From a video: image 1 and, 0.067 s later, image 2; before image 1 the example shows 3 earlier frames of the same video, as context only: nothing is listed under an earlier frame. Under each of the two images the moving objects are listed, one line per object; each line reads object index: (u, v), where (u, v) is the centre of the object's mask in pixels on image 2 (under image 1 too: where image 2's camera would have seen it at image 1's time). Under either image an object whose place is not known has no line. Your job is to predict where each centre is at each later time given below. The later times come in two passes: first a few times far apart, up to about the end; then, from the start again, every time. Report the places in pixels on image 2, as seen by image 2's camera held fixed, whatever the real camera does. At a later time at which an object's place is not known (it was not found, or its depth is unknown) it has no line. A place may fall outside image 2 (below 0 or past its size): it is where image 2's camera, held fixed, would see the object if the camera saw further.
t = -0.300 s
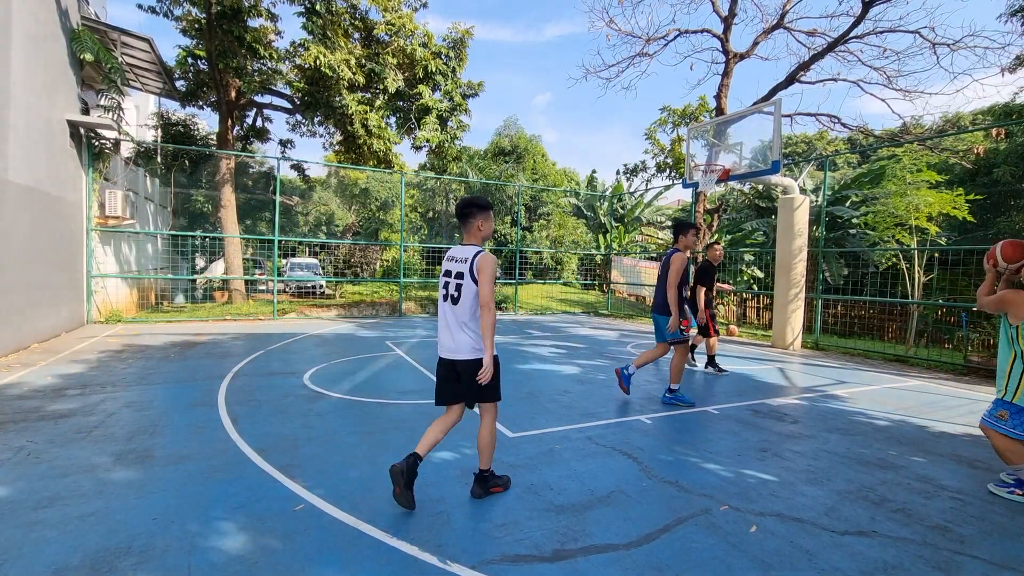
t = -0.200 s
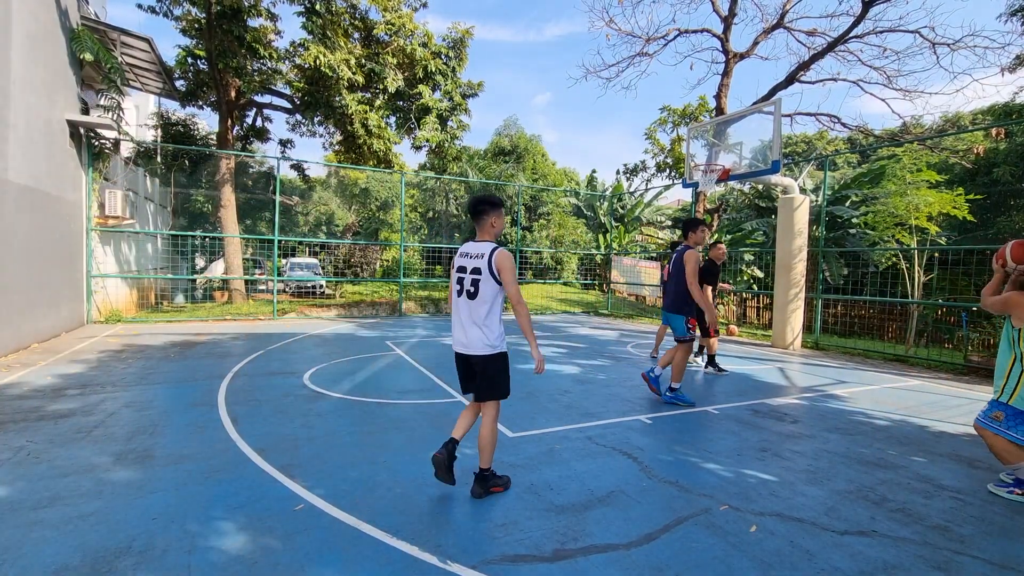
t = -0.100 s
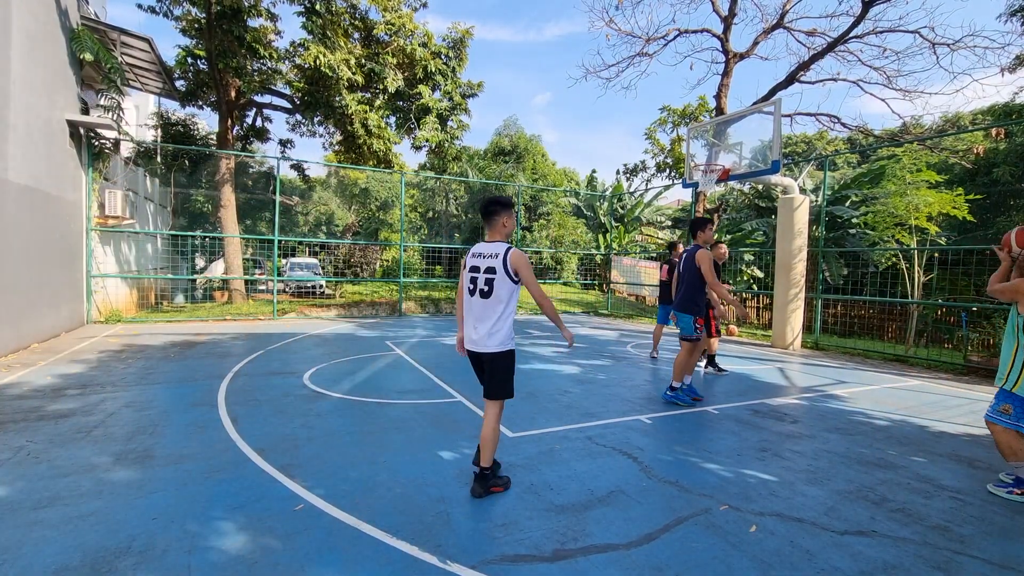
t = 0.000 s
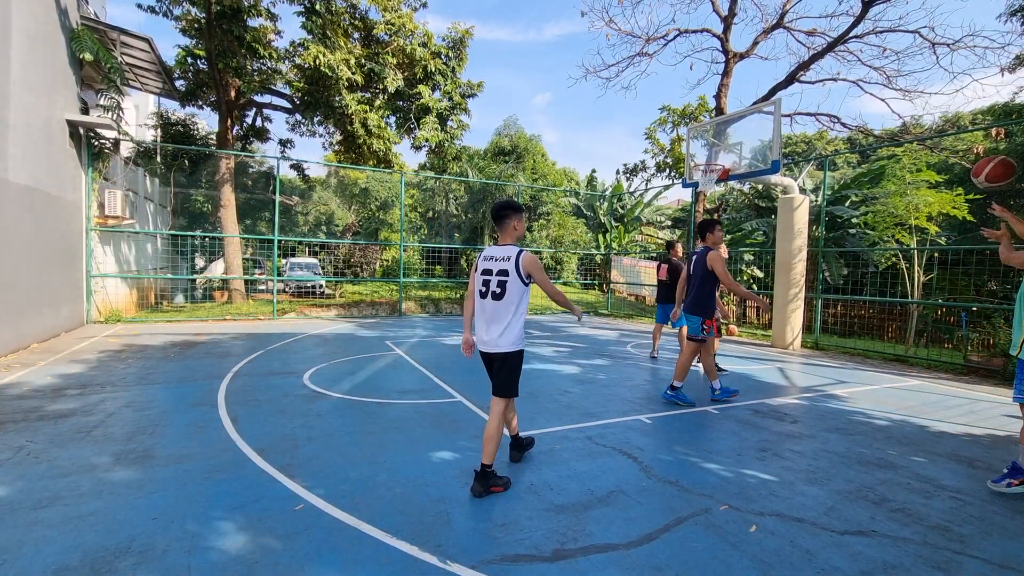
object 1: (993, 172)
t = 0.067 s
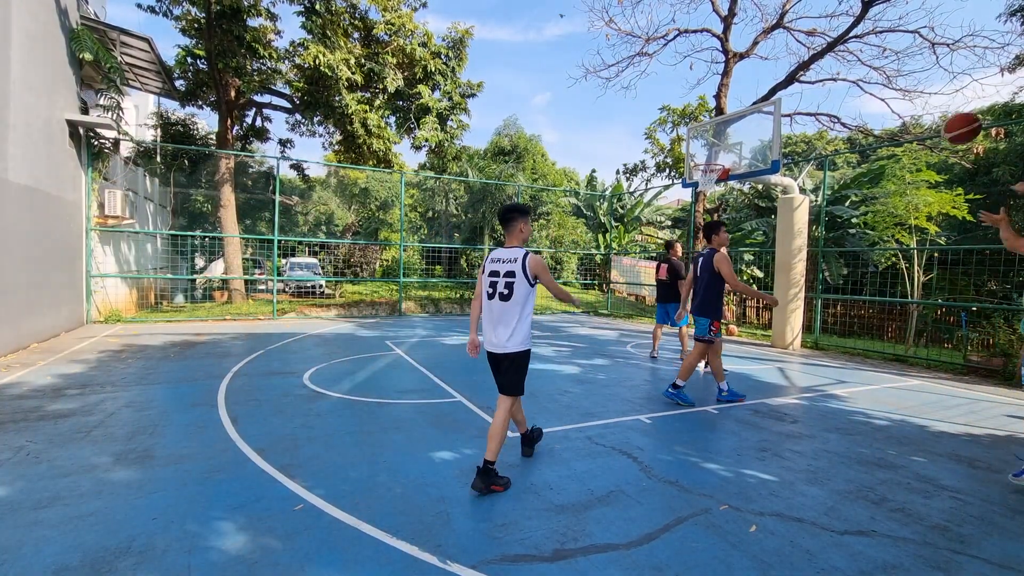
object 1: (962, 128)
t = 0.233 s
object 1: (896, 63)
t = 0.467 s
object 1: (827, 38)
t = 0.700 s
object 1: (776, 65)
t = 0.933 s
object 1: (736, 120)
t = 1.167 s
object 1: (726, 136)
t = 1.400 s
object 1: (745, 111)
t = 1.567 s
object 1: (757, 115)
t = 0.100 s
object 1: (947, 111)
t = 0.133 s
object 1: (933, 95)
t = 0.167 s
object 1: (920, 82)
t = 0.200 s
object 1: (907, 71)
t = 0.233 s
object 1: (896, 63)
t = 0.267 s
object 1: (884, 55)
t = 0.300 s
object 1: (873, 49)
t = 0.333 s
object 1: (863, 45)
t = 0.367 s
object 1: (853, 41)
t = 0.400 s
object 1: (844, 39)
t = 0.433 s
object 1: (835, 38)
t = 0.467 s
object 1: (827, 38)
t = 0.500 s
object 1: (818, 40)
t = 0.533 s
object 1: (811, 42)
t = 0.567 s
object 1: (803, 46)
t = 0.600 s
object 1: (796, 49)
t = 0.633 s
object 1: (789, 54)
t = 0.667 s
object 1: (783, 59)
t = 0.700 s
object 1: (776, 65)
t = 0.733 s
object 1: (770, 71)
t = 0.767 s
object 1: (763, 78)
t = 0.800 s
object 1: (758, 86)
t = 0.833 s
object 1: (752, 94)
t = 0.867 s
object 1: (746, 102)
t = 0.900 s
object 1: (742, 111)
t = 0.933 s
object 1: (736, 120)
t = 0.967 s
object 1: (730, 131)
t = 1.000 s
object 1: (726, 141)
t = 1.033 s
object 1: (721, 152)
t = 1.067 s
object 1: (719, 155)
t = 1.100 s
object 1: (721, 148)
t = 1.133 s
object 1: (725, 142)
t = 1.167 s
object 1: (726, 136)
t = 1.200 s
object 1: (729, 130)
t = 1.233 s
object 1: (732, 125)
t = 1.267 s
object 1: (735, 120)
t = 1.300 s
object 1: (738, 117)
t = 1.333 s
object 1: (740, 114)
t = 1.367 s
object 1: (743, 112)
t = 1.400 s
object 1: (745, 111)
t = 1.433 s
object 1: (747, 110)
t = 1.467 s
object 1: (750, 110)
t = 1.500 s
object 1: (753, 110)
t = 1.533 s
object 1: (754, 112)
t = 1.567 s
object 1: (757, 115)
